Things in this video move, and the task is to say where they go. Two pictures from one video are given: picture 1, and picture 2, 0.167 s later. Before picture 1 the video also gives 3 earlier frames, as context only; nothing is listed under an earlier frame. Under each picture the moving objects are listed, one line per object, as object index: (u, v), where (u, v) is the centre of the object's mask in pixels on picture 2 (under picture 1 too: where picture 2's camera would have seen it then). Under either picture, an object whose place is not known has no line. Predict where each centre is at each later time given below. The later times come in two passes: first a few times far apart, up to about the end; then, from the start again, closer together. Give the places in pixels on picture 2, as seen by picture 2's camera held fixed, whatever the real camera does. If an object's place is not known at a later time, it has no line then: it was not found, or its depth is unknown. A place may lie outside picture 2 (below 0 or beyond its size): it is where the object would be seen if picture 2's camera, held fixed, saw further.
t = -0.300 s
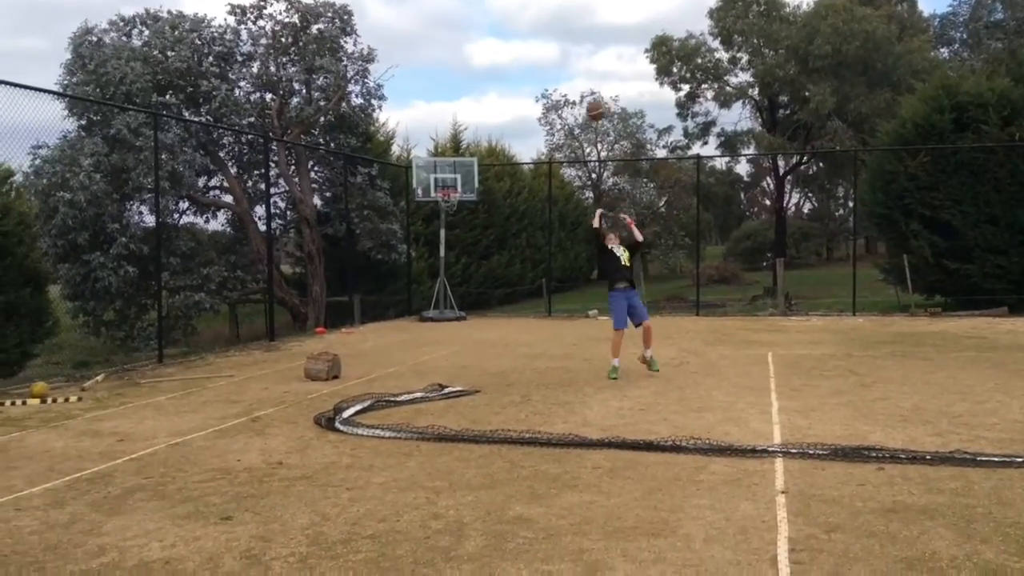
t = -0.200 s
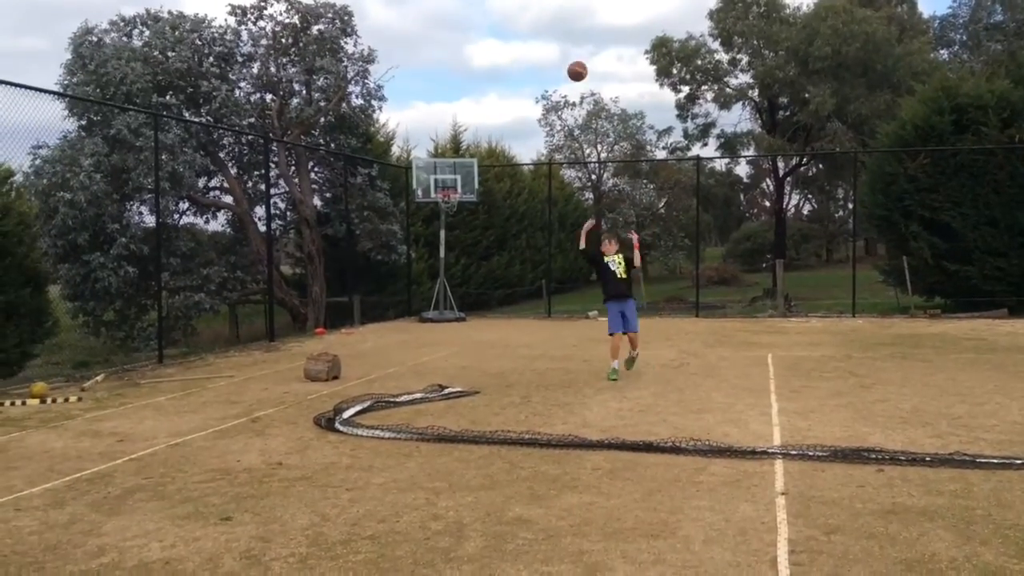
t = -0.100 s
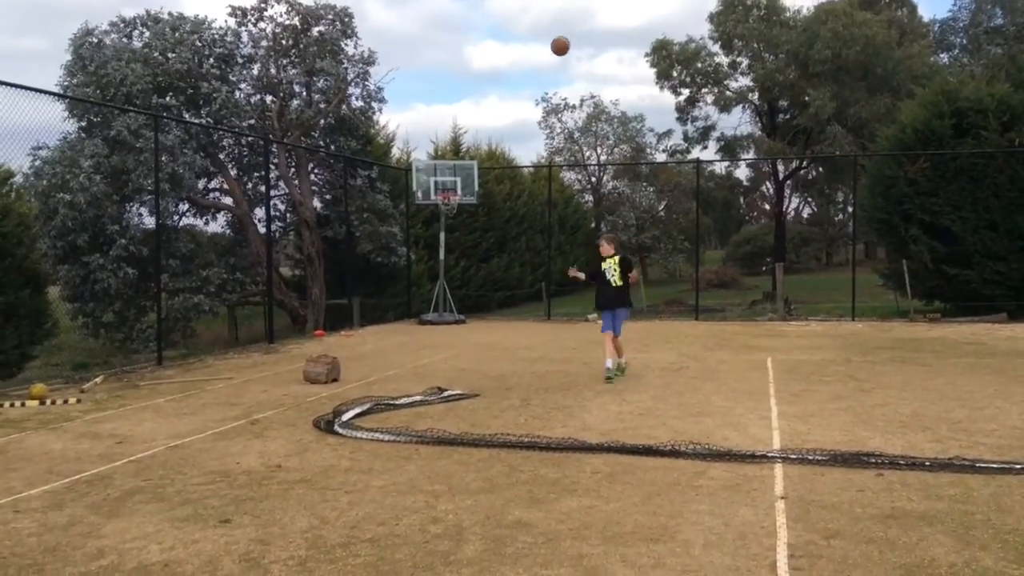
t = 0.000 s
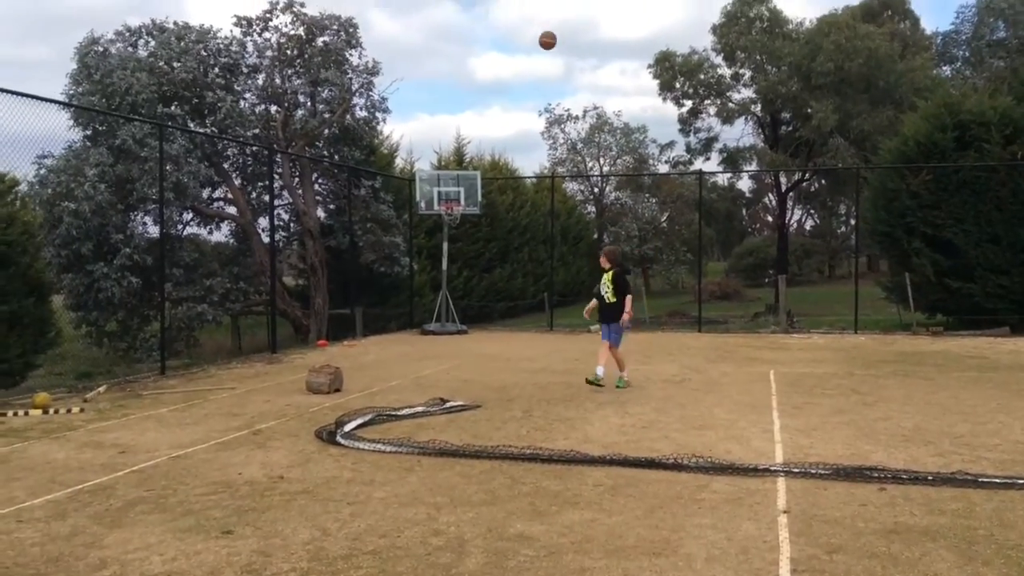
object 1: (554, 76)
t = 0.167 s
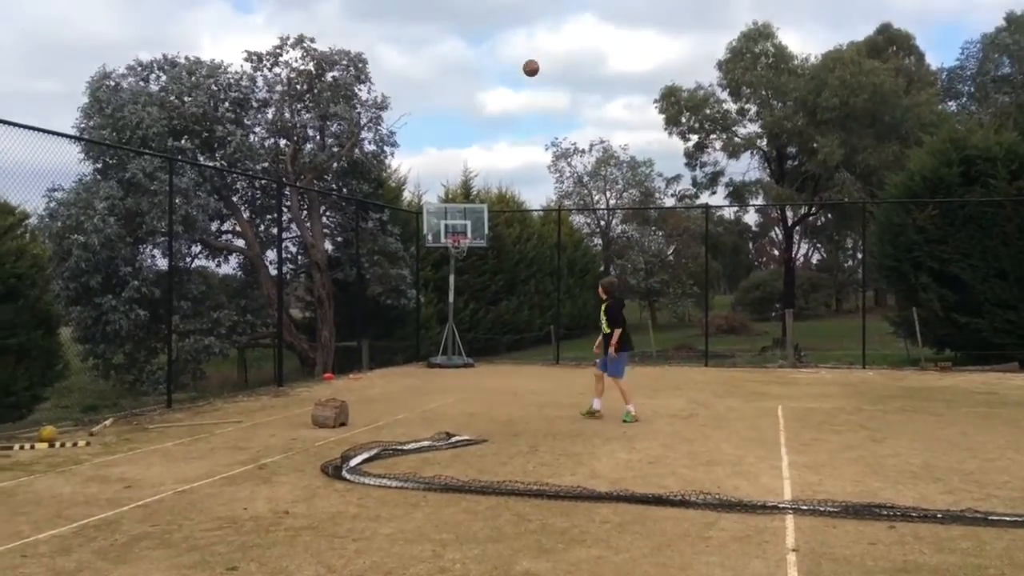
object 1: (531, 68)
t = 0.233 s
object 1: (522, 71)
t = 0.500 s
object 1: (493, 109)
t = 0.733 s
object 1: (474, 167)
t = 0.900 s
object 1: (462, 216)
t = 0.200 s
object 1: (526, 69)
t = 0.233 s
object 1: (522, 71)
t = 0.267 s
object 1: (518, 73)
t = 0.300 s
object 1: (515, 77)
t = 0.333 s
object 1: (511, 81)
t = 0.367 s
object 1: (507, 85)
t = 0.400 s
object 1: (504, 90)
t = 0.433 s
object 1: (500, 96)
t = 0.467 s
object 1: (497, 102)
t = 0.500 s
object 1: (493, 109)
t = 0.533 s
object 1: (490, 116)
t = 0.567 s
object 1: (488, 124)
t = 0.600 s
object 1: (485, 132)
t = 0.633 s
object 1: (482, 140)
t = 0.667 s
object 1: (479, 149)
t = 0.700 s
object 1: (477, 157)
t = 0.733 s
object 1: (474, 167)
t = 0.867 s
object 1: (464, 208)
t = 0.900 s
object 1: (462, 216)
